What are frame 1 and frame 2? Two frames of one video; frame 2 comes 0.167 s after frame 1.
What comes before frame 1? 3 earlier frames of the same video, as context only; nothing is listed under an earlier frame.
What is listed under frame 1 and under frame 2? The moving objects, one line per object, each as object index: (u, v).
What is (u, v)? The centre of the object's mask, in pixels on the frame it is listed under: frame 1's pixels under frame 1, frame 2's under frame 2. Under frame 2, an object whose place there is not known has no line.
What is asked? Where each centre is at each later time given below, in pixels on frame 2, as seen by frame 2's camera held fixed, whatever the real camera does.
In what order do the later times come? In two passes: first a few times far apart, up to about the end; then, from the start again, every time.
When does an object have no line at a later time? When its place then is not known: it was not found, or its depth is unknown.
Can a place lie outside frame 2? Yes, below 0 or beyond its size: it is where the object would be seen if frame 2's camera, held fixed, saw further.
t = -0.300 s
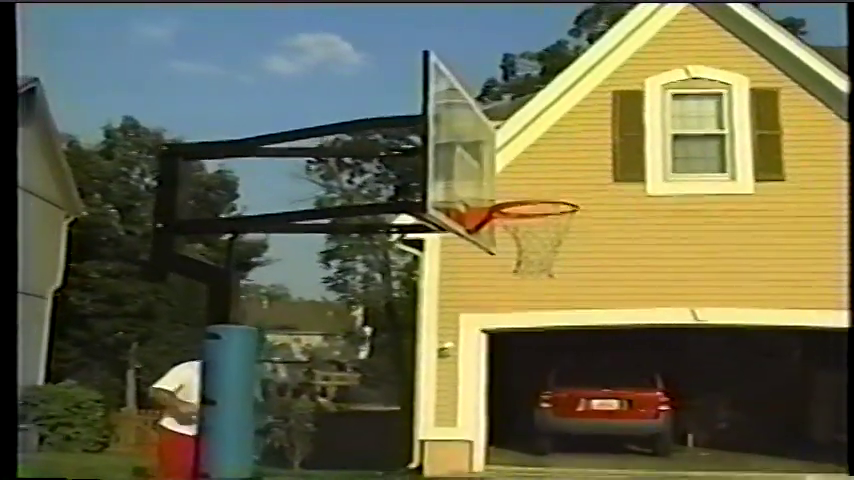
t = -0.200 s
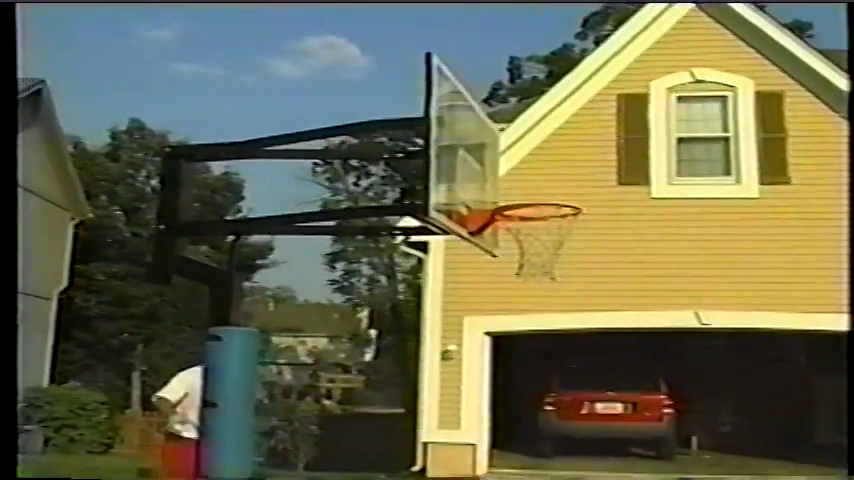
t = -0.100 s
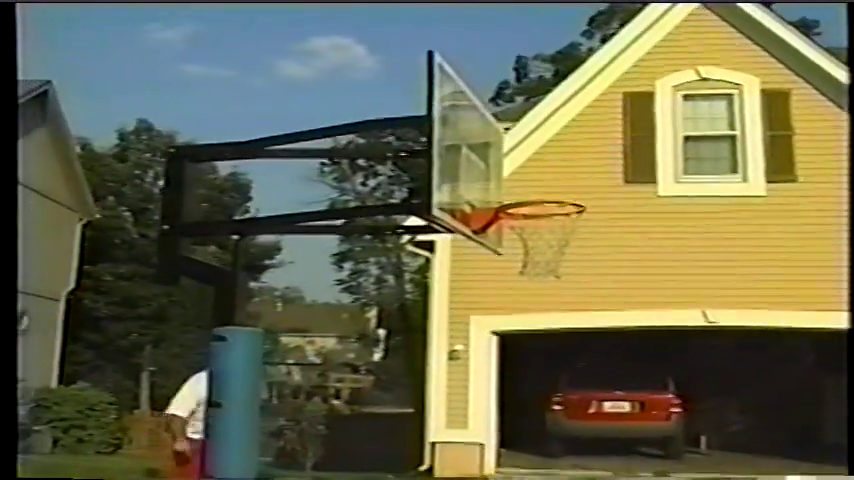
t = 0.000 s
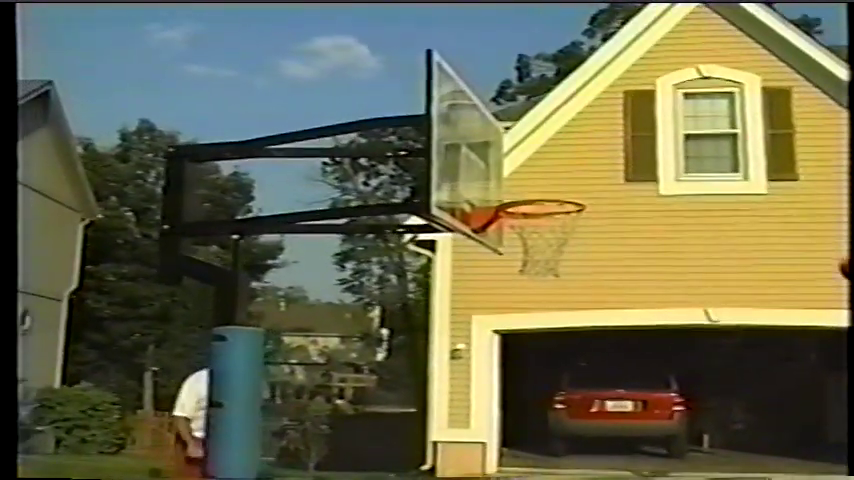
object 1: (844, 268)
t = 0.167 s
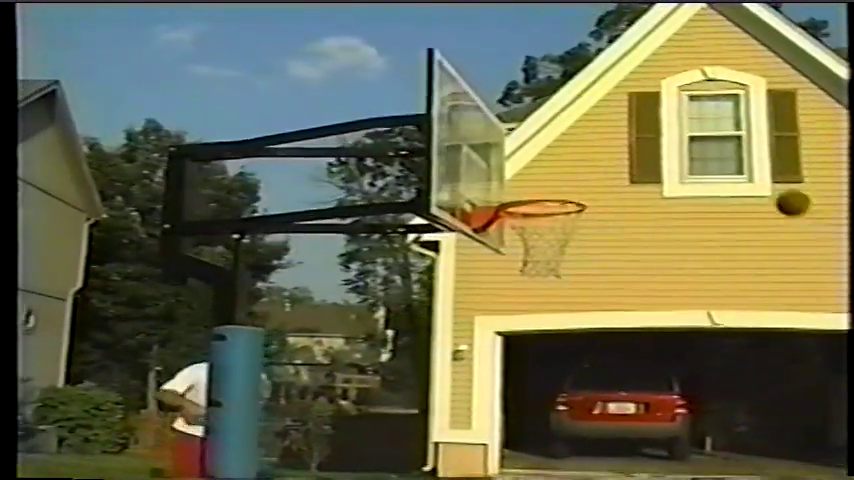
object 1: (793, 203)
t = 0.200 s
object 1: (779, 193)
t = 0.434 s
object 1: (676, 153)
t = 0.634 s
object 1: (579, 170)
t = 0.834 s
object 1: (516, 188)
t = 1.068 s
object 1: (571, 155)
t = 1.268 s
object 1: (625, 189)
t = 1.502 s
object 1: (695, 319)
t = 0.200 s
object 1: (779, 193)
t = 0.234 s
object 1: (764, 183)
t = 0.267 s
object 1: (749, 175)
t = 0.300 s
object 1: (736, 168)
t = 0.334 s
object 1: (721, 162)
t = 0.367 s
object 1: (706, 158)
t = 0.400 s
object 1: (691, 155)
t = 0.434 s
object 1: (676, 153)
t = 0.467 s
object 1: (659, 152)
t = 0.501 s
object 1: (643, 154)
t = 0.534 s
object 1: (628, 155)
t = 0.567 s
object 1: (611, 159)
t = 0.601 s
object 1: (595, 163)
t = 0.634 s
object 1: (579, 170)
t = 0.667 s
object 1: (561, 178)
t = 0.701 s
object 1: (544, 186)
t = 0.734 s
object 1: (525, 199)
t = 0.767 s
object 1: (519, 198)
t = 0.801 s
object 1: (516, 193)
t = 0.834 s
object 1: (516, 188)
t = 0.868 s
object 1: (524, 180)
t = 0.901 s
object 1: (531, 172)
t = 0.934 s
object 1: (540, 165)
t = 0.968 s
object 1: (547, 161)
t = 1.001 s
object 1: (556, 158)
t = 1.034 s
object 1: (563, 156)
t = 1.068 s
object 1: (571, 155)
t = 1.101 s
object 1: (579, 157)
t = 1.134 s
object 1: (588, 160)
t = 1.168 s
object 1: (597, 164)
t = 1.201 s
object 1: (606, 171)
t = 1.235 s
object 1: (616, 178)
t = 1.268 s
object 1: (625, 189)
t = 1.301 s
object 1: (634, 201)
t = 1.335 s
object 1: (644, 215)
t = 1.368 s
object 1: (653, 231)
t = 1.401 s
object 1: (663, 250)
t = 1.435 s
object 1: (673, 271)
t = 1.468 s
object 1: (684, 294)
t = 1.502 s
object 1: (695, 319)
